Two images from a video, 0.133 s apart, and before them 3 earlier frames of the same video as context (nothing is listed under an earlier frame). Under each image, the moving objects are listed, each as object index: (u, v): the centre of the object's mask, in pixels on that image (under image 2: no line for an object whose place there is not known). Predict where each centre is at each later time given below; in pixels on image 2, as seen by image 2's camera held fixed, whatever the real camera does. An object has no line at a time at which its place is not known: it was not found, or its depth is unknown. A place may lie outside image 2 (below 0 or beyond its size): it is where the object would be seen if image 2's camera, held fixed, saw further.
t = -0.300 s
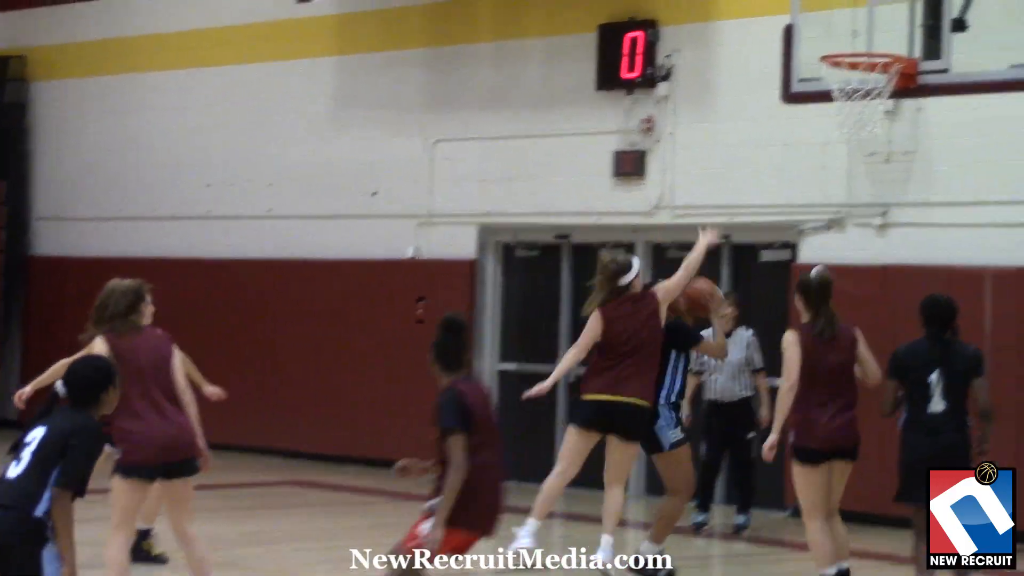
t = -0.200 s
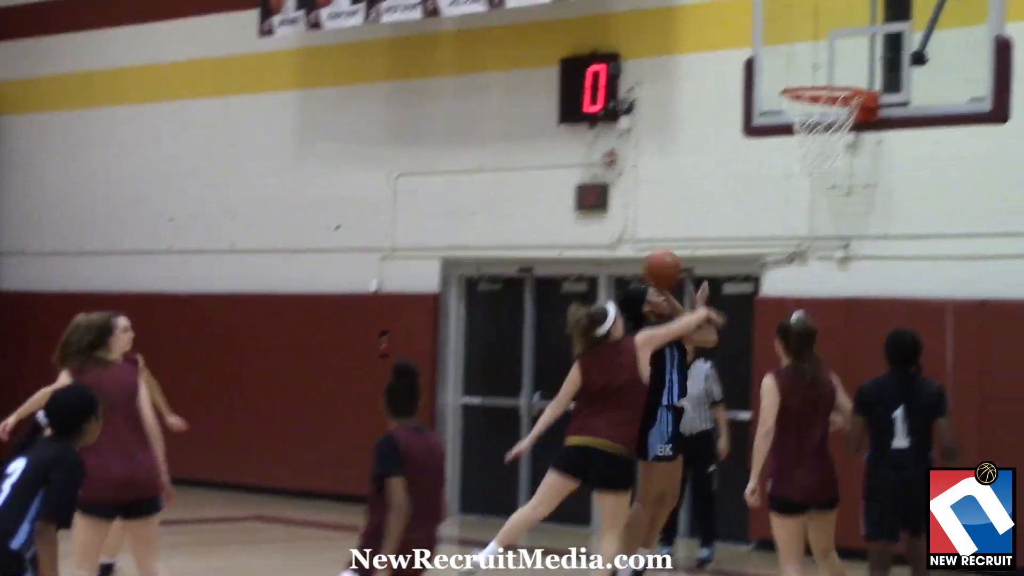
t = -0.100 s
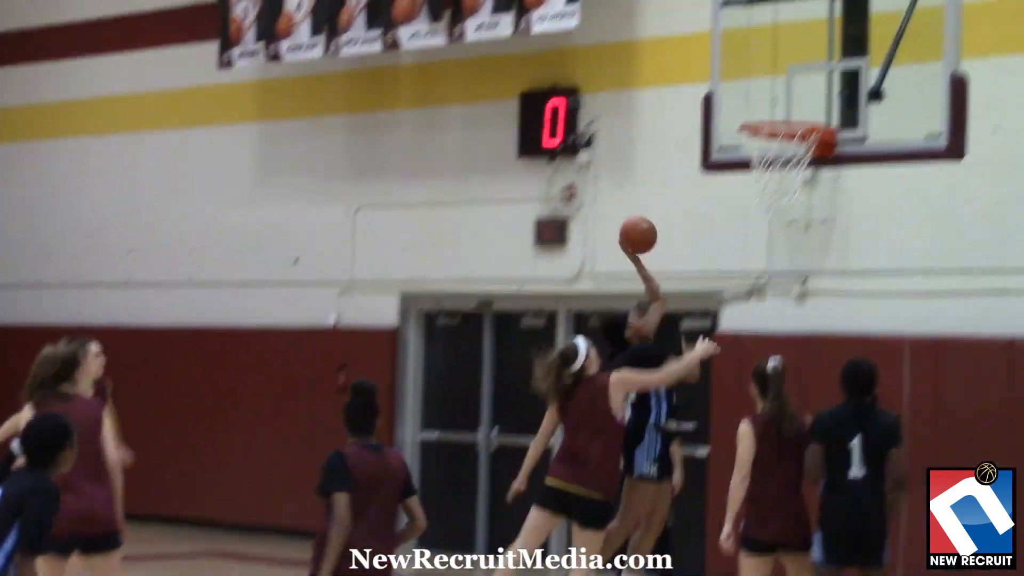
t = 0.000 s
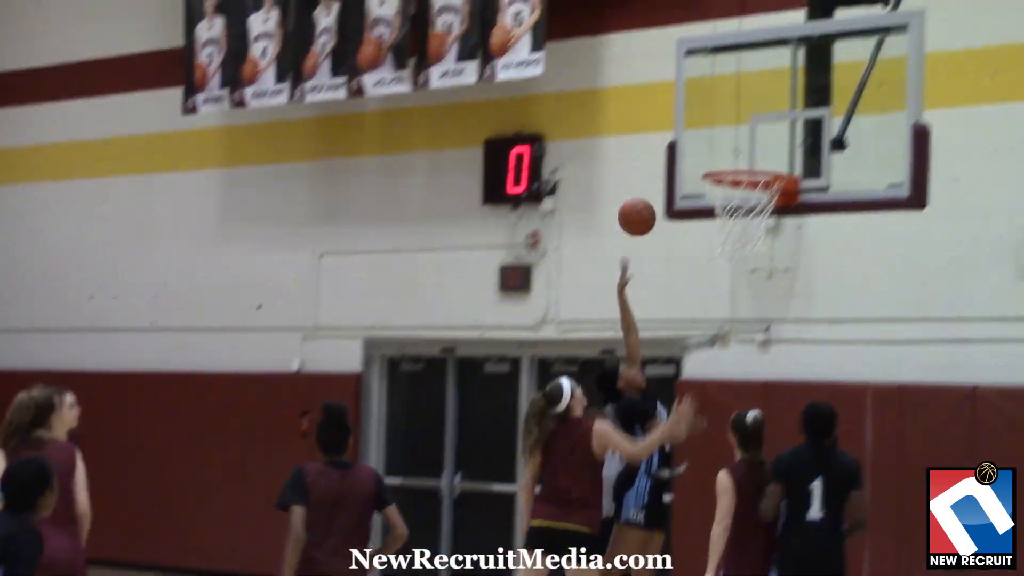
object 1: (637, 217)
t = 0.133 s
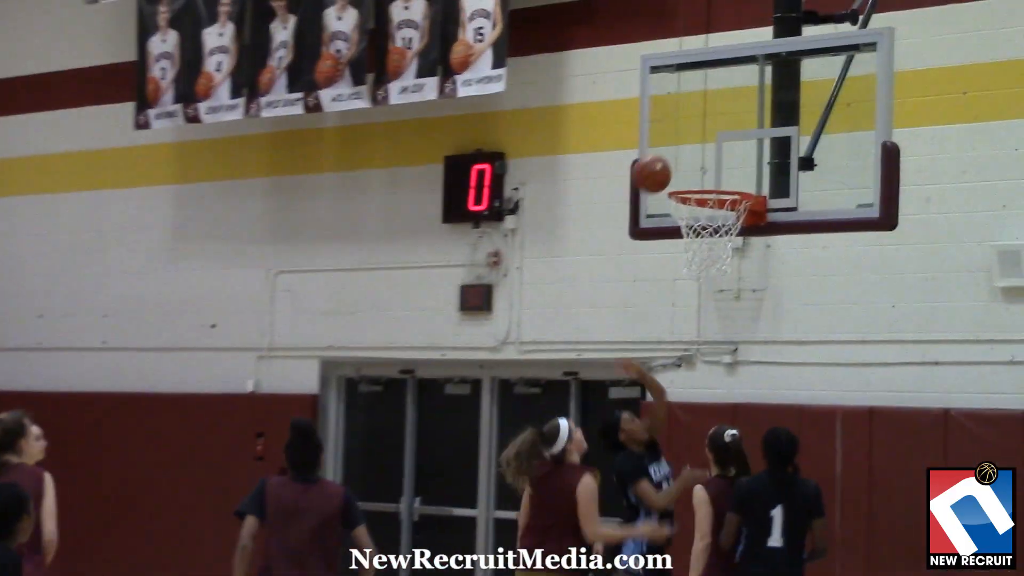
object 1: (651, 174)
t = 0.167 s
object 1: (664, 163)
